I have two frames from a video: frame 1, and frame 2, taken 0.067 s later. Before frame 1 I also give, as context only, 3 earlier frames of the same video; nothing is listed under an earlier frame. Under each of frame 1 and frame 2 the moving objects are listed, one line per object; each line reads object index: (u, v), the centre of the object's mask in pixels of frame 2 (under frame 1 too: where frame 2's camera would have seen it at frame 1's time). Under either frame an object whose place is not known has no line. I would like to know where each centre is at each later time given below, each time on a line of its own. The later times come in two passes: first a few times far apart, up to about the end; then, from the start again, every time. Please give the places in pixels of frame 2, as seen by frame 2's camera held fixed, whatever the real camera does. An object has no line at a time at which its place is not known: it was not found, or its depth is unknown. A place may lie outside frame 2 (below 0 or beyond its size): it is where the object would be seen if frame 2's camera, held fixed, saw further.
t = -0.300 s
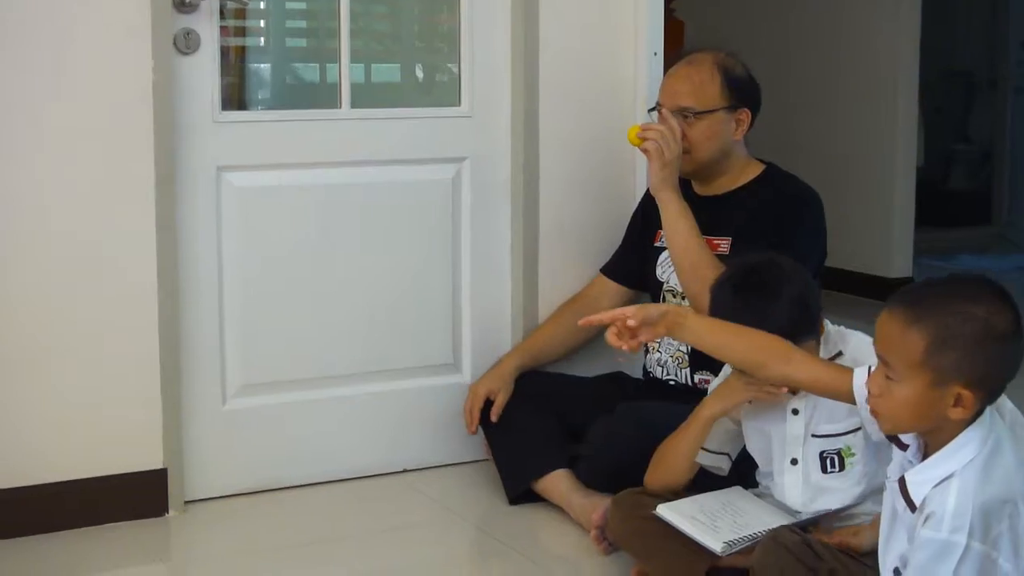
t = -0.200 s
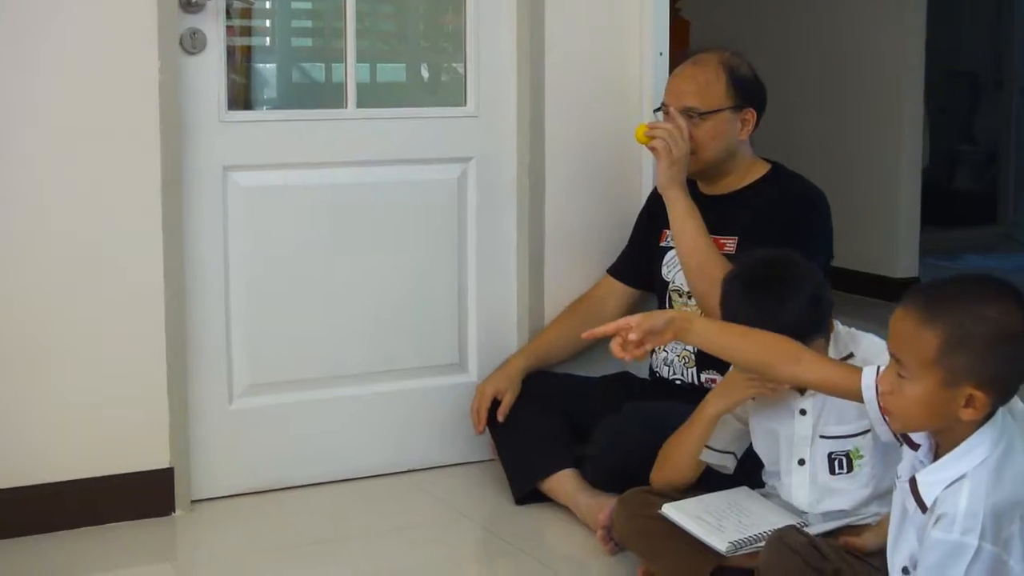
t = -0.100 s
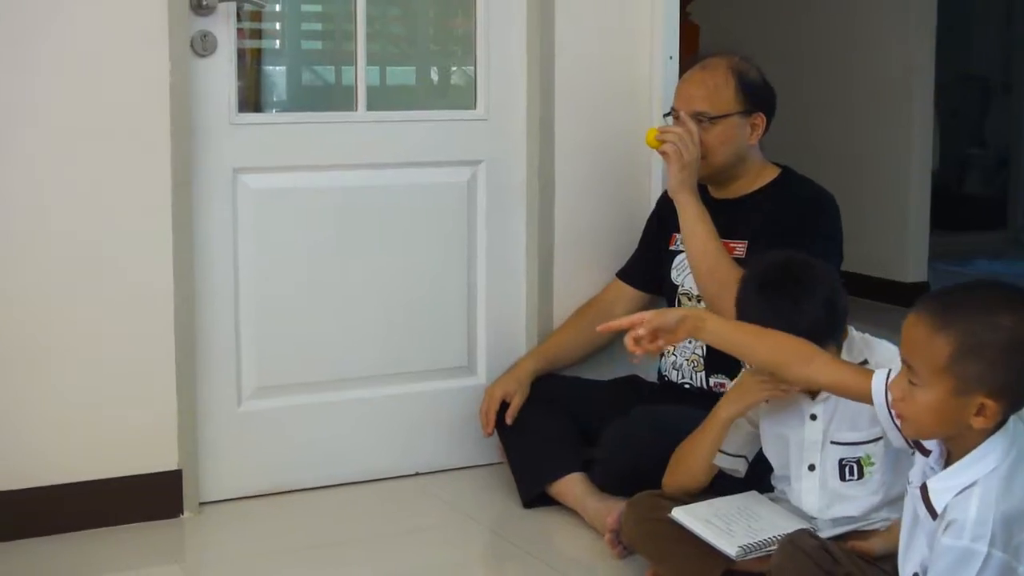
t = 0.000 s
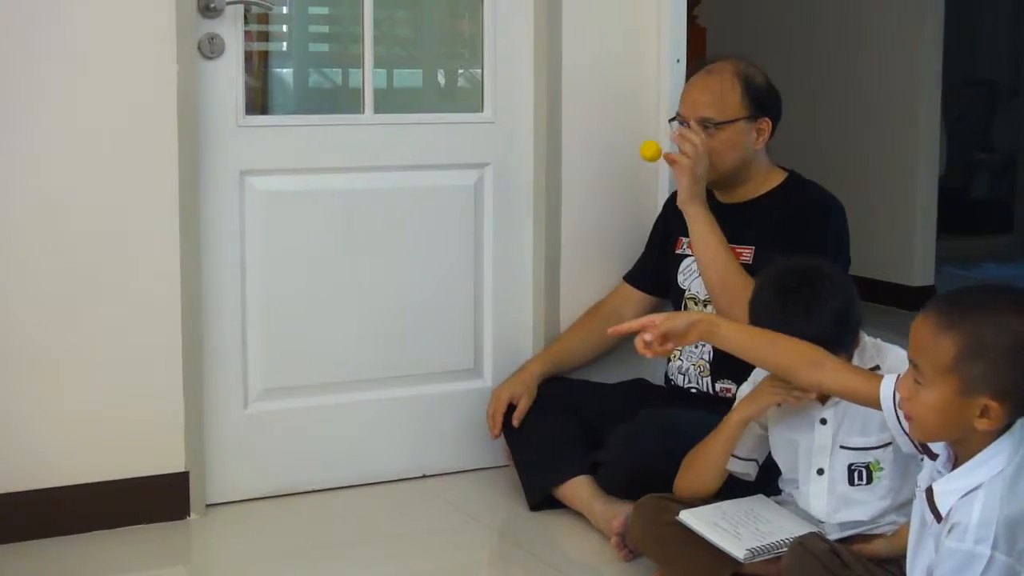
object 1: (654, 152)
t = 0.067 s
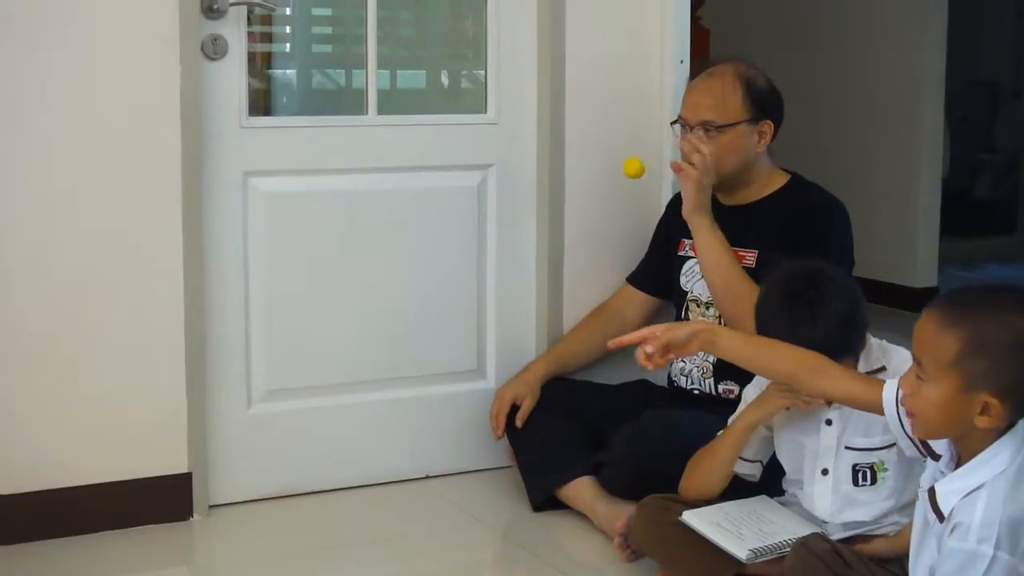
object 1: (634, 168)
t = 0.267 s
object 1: (507, 244)
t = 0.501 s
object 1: (234, 330)
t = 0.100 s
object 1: (619, 178)
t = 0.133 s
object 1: (603, 190)
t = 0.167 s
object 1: (583, 202)
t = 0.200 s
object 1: (560, 216)
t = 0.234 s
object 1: (535, 230)
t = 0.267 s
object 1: (507, 244)
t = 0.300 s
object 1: (475, 259)
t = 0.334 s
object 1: (442, 273)
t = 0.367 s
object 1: (405, 287)
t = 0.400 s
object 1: (365, 299)
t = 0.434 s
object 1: (325, 311)
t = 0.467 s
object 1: (281, 321)
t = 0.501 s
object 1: (234, 330)
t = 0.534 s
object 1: (188, 337)
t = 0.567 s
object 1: (140, 341)
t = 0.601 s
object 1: (90, 342)
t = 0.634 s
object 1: (41, 343)
